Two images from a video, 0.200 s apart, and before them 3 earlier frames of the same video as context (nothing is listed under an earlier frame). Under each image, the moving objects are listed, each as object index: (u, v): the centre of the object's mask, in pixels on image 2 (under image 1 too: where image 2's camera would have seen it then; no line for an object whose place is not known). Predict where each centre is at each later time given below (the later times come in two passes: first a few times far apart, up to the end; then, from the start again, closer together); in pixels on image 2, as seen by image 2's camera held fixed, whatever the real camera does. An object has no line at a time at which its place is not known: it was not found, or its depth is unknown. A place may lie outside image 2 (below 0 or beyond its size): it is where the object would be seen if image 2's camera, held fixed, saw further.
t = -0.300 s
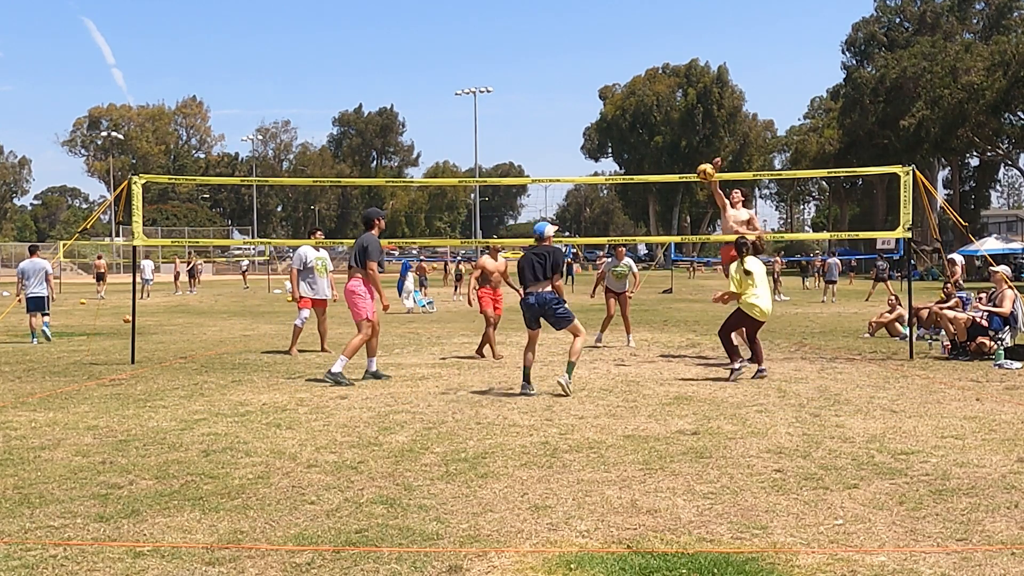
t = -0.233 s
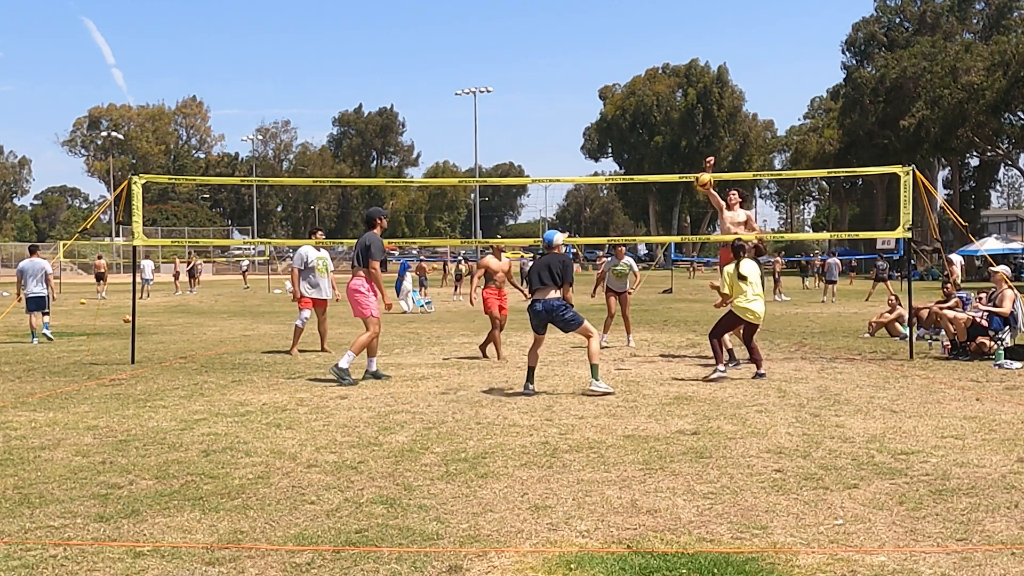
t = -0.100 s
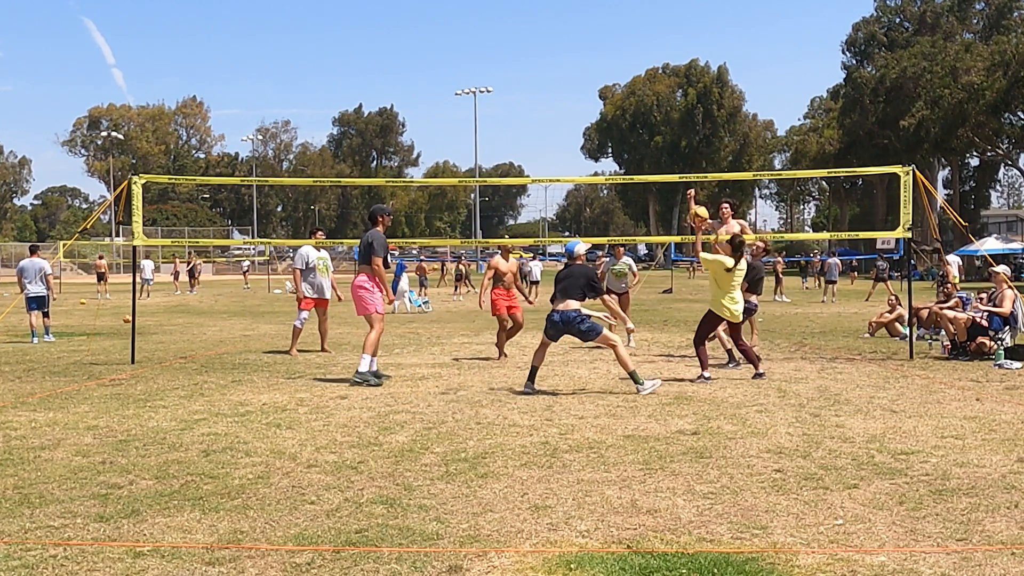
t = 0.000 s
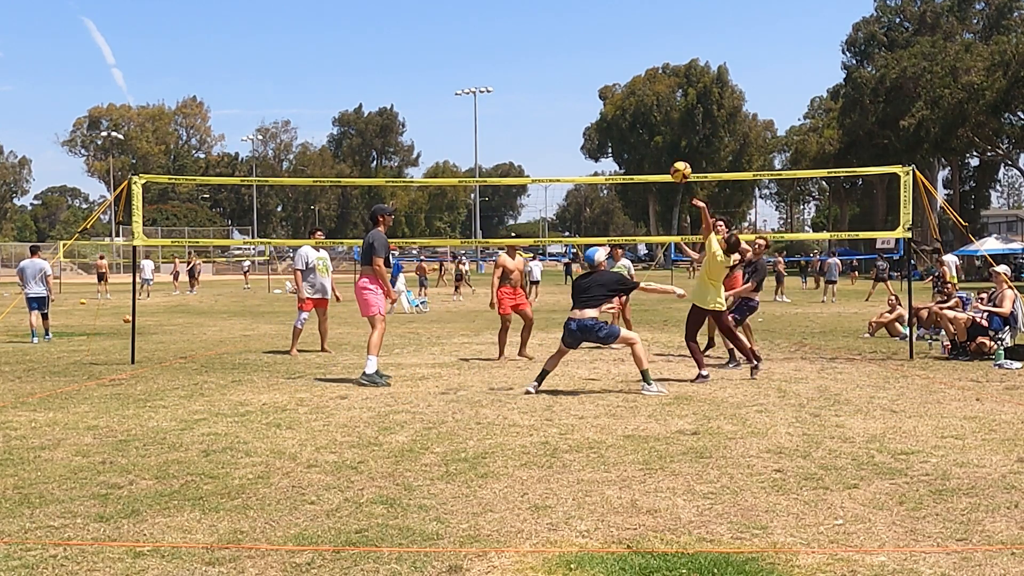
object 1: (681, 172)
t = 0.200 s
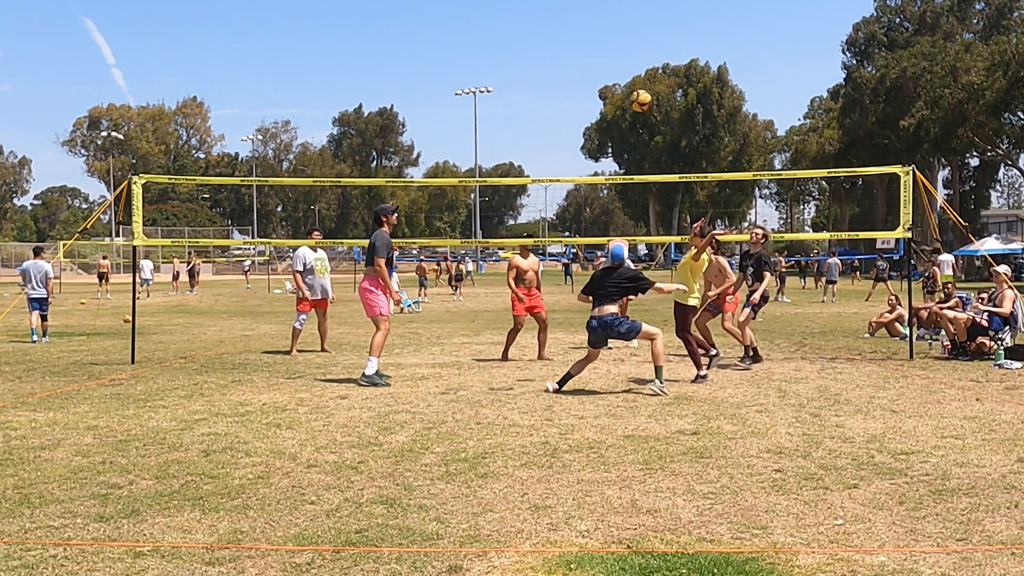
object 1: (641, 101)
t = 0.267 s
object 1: (628, 85)
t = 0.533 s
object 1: (574, 63)
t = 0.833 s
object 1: (518, 122)
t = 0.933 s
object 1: (500, 162)
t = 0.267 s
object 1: (628, 85)
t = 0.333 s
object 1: (614, 73)
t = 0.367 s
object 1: (607, 69)
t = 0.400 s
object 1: (601, 66)
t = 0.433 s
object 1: (594, 63)
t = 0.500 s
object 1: (581, 62)
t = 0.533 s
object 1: (574, 63)
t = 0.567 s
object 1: (568, 65)
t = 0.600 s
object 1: (561, 68)
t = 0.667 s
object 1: (549, 78)
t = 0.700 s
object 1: (542, 85)
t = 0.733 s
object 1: (536, 92)
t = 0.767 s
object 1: (530, 101)
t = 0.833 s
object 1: (518, 122)
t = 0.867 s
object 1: (512, 134)
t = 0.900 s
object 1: (506, 147)
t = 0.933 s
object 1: (500, 162)
